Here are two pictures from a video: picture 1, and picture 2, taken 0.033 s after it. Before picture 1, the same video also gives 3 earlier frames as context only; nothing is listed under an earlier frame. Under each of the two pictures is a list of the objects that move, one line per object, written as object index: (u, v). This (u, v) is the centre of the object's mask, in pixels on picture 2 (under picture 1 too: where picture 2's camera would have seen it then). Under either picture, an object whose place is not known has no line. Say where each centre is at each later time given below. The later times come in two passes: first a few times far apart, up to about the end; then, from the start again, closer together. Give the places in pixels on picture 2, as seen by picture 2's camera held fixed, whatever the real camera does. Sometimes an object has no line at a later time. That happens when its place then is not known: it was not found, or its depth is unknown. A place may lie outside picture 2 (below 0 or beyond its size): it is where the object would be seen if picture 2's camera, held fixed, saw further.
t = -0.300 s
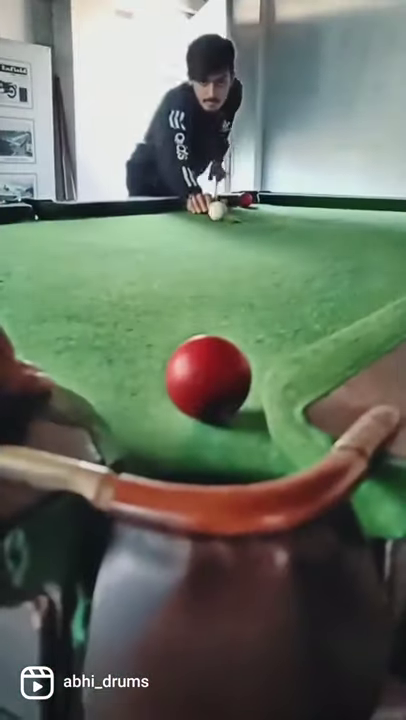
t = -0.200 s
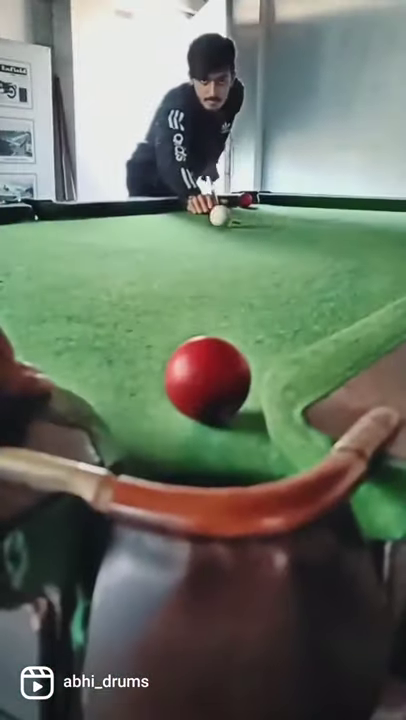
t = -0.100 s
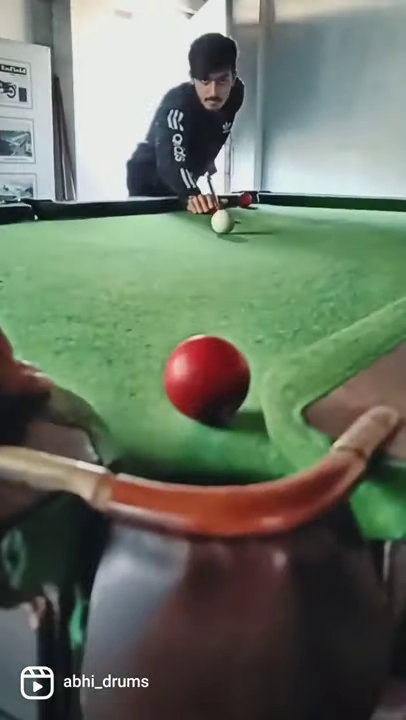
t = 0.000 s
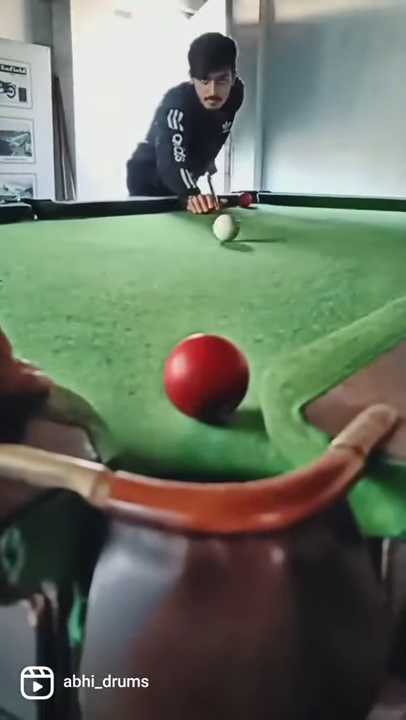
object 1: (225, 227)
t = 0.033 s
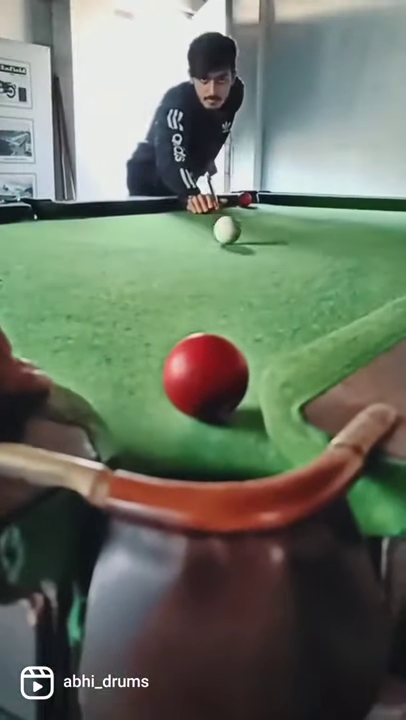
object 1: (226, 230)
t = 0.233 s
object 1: (241, 253)
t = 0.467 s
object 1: (271, 302)
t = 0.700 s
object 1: (163, 339)
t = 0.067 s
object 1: (227, 232)
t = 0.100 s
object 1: (229, 235)
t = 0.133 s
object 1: (231, 237)
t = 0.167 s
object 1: (235, 244)
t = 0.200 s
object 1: (238, 248)
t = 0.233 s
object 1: (241, 253)
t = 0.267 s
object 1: (244, 257)
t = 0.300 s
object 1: (247, 263)
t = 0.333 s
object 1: (251, 269)
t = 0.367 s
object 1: (255, 276)
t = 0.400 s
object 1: (260, 283)
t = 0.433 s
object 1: (265, 292)
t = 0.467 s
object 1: (271, 302)
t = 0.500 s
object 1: (278, 314)
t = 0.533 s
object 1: (284, 324)
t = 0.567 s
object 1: (287, 333)
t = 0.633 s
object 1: (256, 339)
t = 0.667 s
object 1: (214, 333)
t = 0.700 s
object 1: (163, 339)
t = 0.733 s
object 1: (128, 346)
